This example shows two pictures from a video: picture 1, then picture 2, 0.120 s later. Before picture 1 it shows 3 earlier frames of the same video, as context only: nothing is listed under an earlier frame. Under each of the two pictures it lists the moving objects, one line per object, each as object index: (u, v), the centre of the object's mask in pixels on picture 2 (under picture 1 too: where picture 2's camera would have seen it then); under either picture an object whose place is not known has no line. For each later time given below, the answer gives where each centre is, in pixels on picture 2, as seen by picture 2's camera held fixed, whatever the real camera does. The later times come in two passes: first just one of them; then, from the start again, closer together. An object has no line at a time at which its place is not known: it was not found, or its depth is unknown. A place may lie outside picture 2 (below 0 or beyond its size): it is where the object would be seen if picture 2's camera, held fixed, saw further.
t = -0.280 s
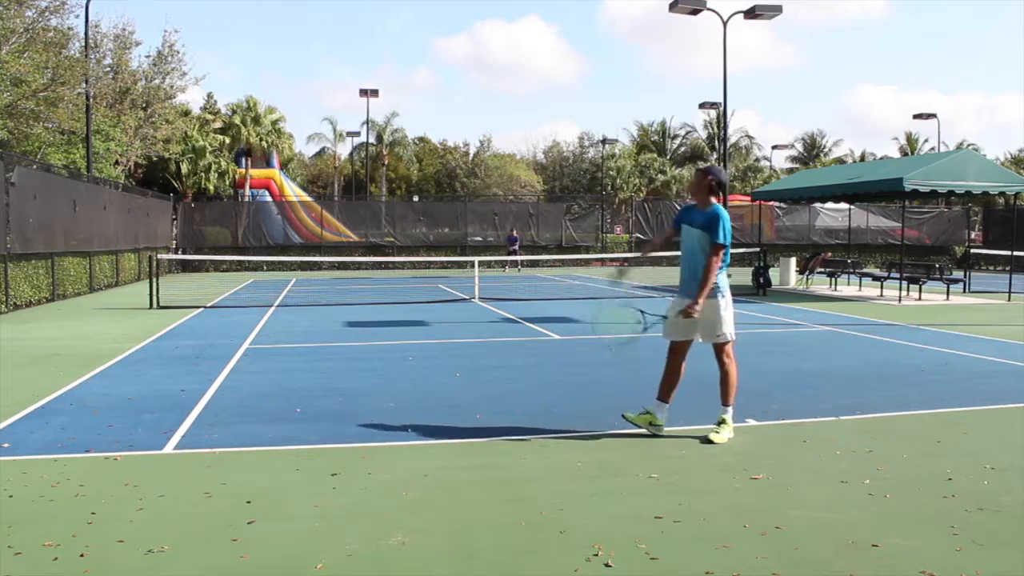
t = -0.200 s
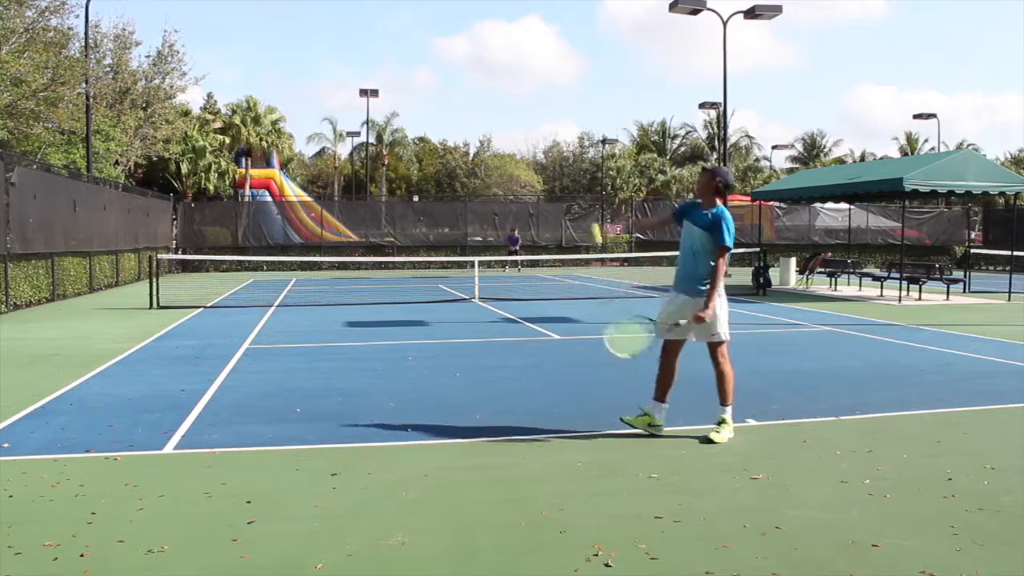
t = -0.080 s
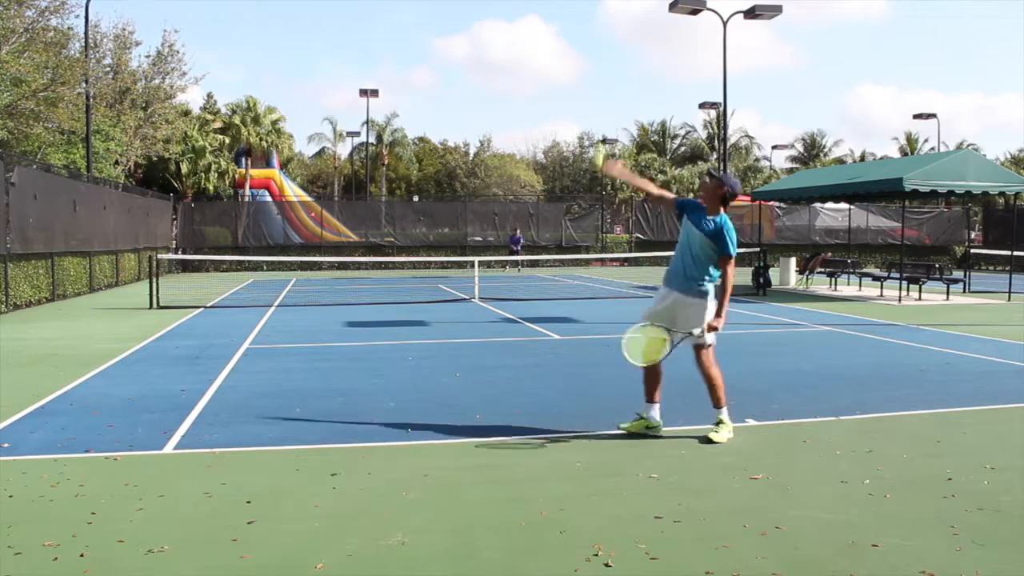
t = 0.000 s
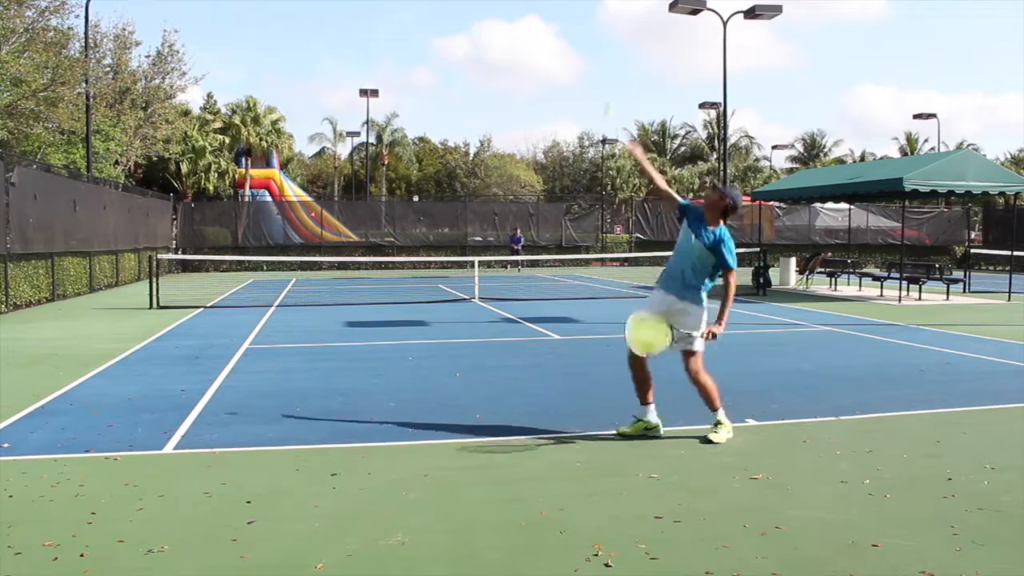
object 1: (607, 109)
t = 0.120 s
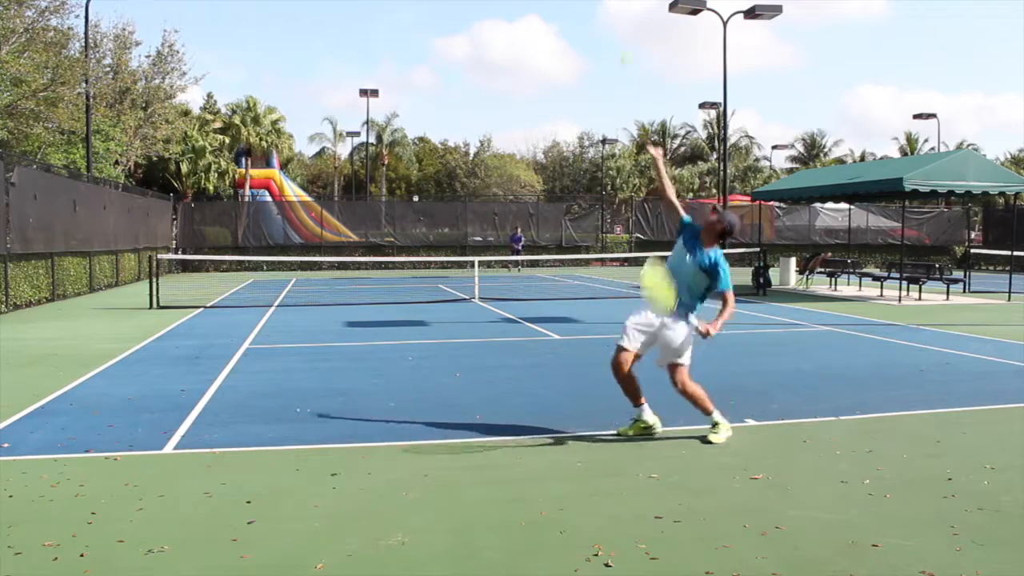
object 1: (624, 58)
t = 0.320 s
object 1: (648, 22)
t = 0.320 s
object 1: (648, 22)
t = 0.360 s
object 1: (653, 21)
